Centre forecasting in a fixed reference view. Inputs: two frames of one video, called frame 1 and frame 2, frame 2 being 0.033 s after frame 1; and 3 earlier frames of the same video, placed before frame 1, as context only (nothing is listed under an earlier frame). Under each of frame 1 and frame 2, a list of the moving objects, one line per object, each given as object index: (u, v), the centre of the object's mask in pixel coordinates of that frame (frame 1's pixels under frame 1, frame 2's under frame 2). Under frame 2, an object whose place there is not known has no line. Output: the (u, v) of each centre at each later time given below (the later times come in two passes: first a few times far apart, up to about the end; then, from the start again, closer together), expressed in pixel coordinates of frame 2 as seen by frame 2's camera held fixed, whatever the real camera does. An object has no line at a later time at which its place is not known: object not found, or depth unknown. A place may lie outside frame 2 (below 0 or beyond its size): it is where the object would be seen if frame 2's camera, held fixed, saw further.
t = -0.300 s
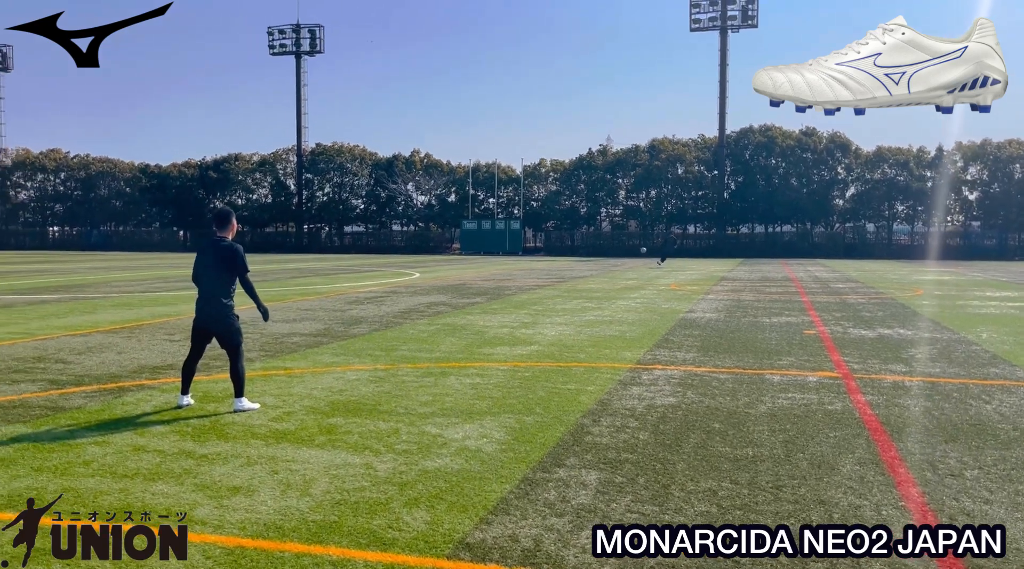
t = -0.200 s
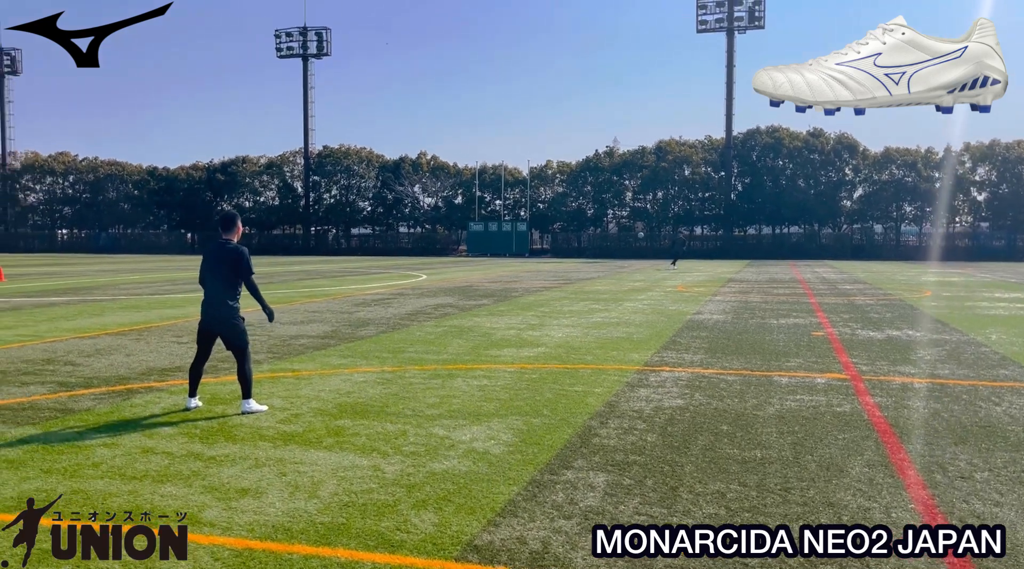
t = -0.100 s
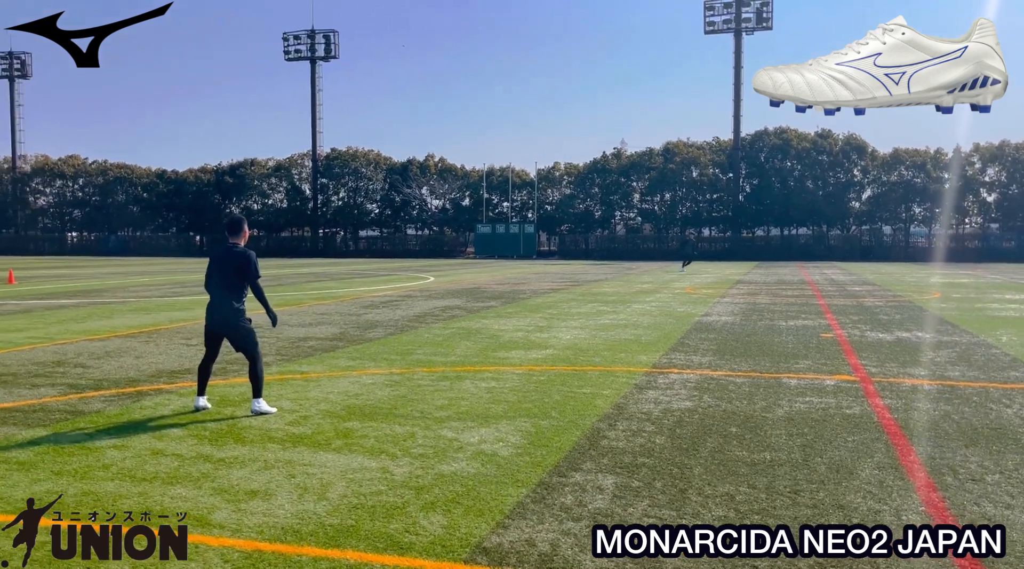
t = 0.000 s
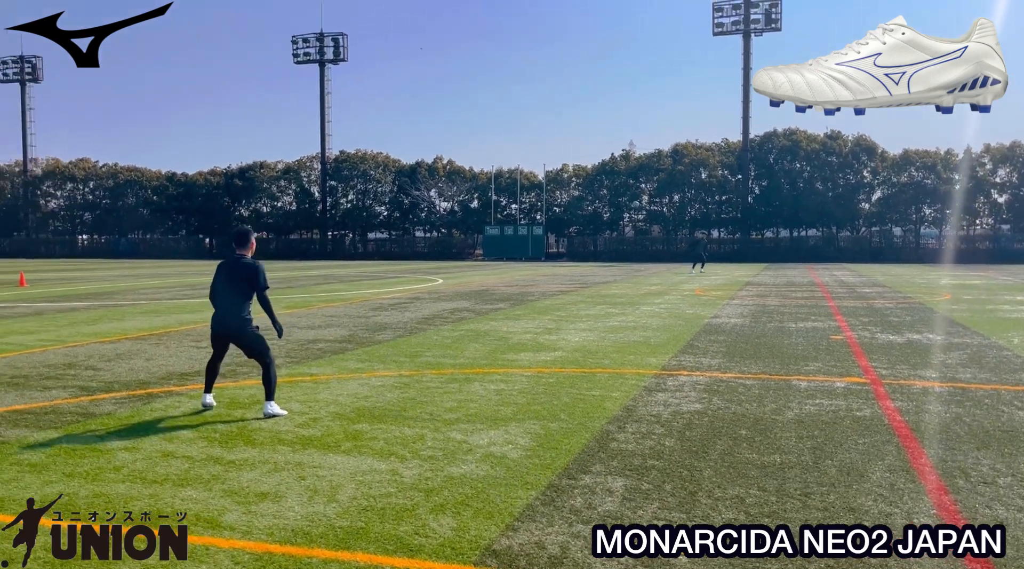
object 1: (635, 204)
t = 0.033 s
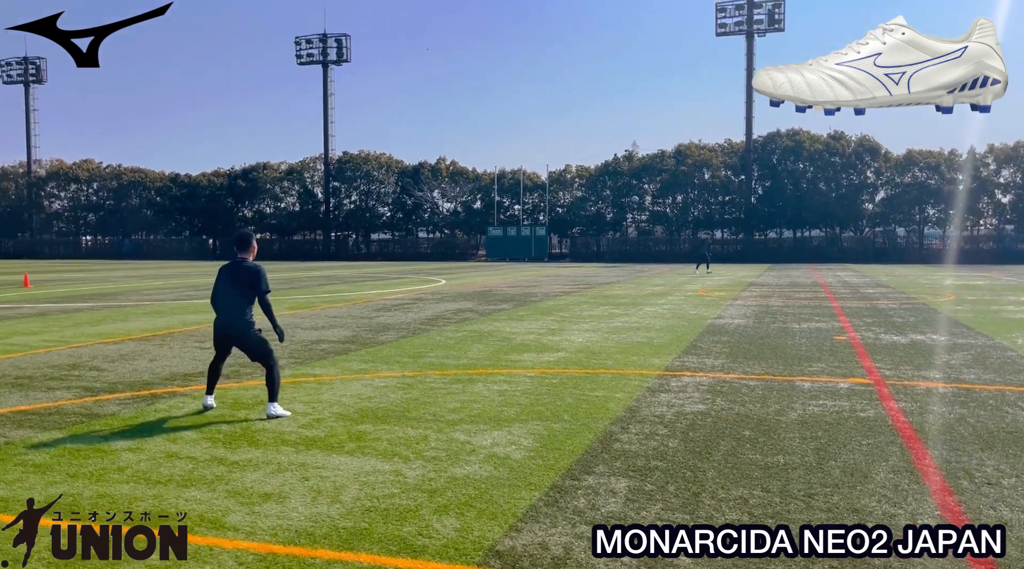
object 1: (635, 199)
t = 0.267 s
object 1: (607, 159)
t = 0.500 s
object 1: (573, 117)
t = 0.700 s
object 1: (538, 82)
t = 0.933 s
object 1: (485, 47)
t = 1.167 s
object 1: (410, 20)
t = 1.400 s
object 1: (297, 10)
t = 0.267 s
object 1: (607, 159)
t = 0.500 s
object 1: (573, 117)
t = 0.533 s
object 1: (567, 111)
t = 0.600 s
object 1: (556, 99)
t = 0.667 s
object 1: (544, 88)
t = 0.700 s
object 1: (538, 82)
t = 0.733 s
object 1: (531, 77)
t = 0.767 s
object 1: (524, 72)
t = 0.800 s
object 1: (517, 66)
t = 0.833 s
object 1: (509, 61)
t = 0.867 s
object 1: (502, 56)
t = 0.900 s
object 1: (493, 52)
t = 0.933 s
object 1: (485, 47)
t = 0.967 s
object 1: (476, 42)
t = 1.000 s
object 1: (467, 38)
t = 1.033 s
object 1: (457, 34)
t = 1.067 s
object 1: (446, 30)
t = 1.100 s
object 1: (435, 27)
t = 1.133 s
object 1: (423, 23)
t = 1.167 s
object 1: (410, 20)
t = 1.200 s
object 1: (397, 18)
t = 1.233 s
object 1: (383, 15)
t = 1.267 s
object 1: (368, 13)
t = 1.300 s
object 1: (353, 12)
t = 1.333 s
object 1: (335, 11)
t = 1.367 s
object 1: (317, 11)
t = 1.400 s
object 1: (297, 10)
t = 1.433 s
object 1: (275, 11)
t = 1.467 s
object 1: (251, 12)
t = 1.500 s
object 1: (226, 16)
